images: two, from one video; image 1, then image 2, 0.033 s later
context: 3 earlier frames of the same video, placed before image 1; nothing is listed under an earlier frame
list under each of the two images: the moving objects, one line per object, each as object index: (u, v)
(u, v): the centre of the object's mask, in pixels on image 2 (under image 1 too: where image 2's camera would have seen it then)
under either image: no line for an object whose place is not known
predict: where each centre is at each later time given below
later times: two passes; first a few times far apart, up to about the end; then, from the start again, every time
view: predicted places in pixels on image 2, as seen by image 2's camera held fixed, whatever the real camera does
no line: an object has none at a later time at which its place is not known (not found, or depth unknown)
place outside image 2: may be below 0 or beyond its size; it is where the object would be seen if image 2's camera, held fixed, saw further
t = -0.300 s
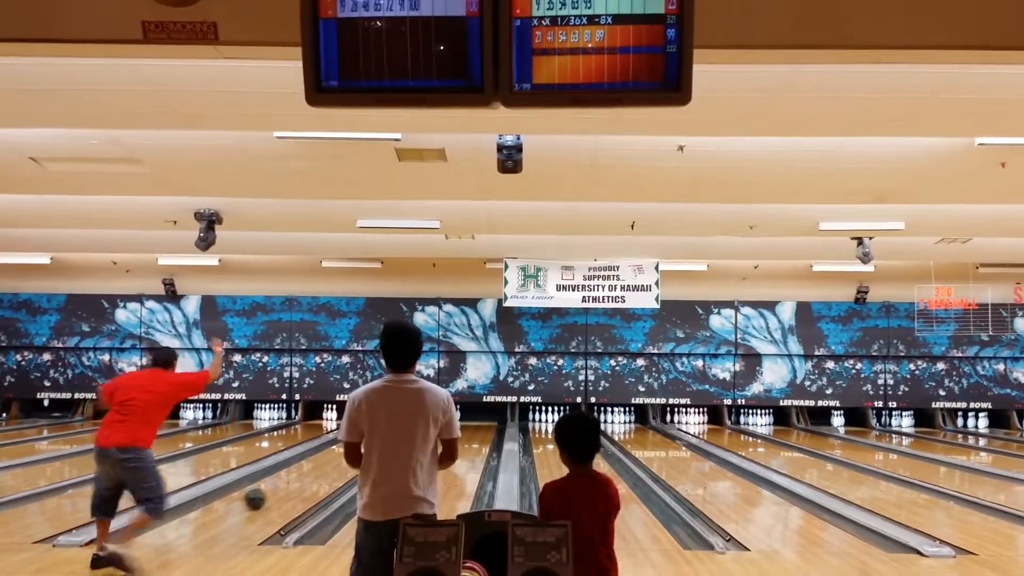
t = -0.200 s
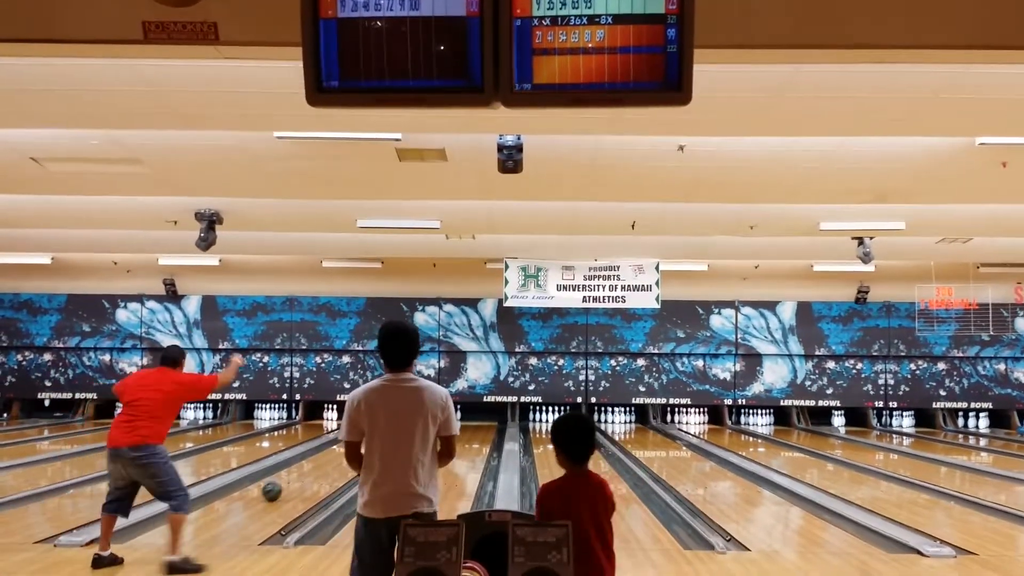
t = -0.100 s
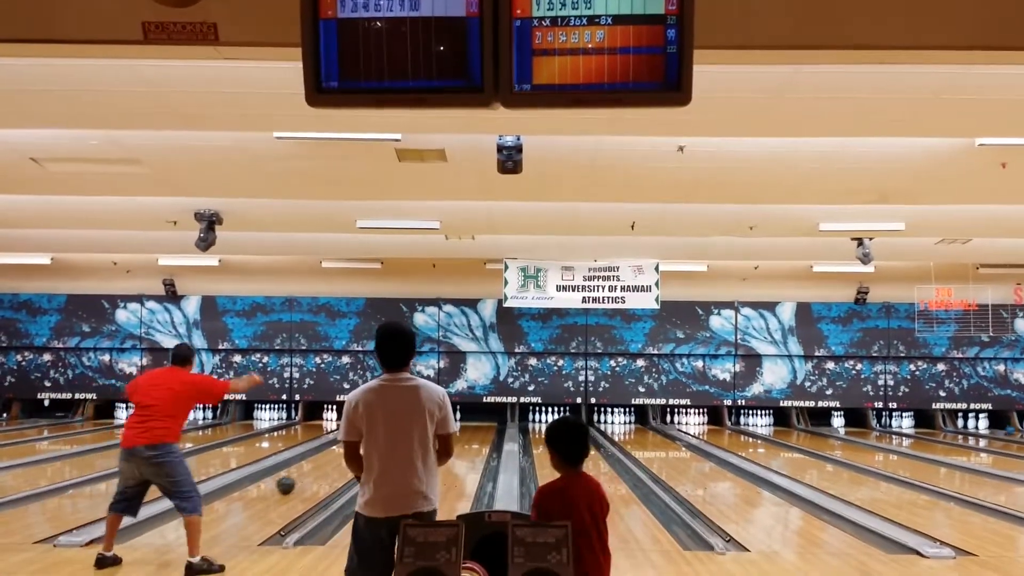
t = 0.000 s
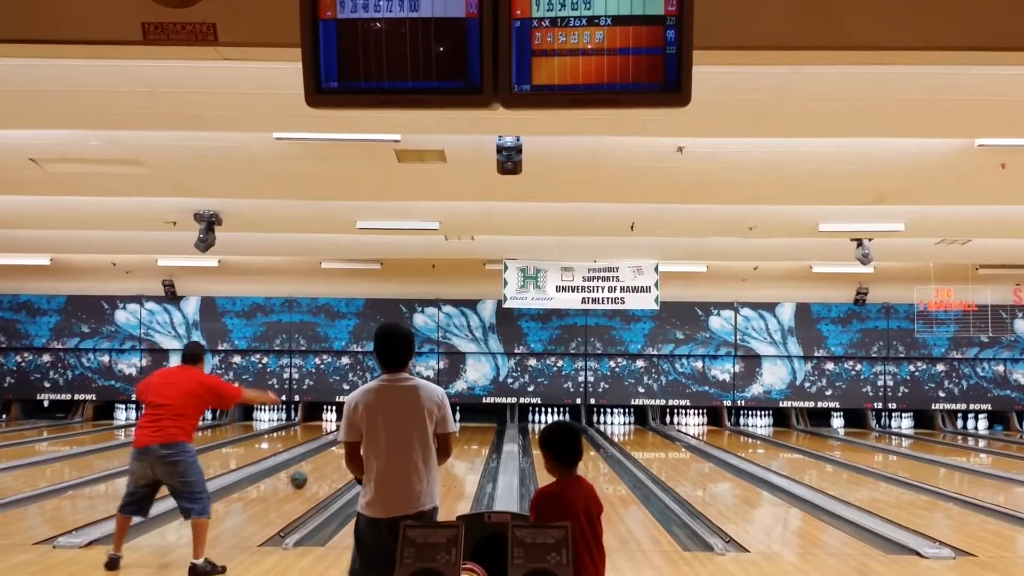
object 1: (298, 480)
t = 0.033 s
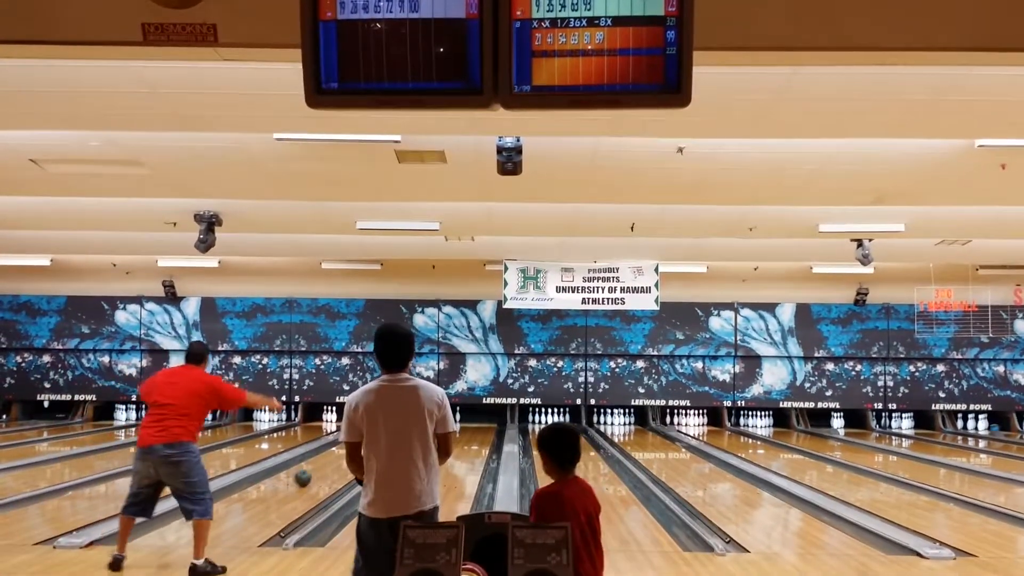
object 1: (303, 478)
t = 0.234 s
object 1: (324, 468)
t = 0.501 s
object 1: (347, 457)
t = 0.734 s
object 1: (363, 449)
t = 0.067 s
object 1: (306, 476)
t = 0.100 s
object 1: (310, 474)
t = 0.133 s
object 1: (314, 473)
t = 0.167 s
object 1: (317, 471)
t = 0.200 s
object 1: (320, 469)
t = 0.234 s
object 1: (324, 468)
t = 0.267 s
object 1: (327, 466)
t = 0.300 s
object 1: (330, 465)
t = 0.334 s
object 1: (333, 463)
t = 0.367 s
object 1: (336, 462)
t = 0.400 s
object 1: (339, 461)
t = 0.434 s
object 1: (342, 459)
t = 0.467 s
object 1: (344, 458)
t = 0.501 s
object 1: (347, 457)
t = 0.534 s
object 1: (350, 456)
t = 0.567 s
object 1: (352, 455)
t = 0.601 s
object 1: (354, 453)
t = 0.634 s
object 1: (356, 452)
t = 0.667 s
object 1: (359, 451)
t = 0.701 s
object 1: (361, 450)
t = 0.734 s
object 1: (363, 449)
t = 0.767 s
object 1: (365, 447)
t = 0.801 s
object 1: (367, 447)
